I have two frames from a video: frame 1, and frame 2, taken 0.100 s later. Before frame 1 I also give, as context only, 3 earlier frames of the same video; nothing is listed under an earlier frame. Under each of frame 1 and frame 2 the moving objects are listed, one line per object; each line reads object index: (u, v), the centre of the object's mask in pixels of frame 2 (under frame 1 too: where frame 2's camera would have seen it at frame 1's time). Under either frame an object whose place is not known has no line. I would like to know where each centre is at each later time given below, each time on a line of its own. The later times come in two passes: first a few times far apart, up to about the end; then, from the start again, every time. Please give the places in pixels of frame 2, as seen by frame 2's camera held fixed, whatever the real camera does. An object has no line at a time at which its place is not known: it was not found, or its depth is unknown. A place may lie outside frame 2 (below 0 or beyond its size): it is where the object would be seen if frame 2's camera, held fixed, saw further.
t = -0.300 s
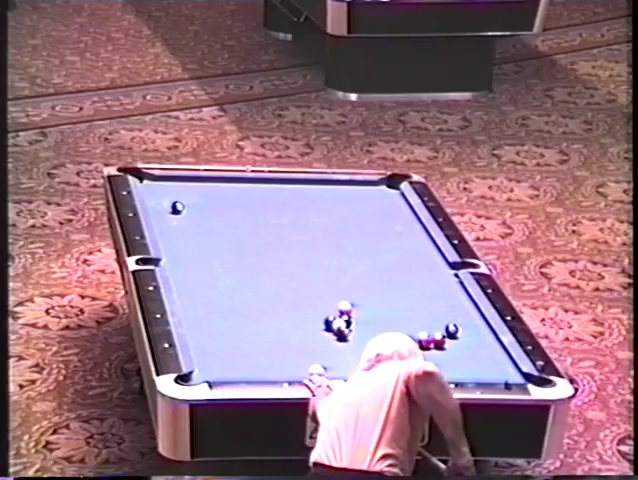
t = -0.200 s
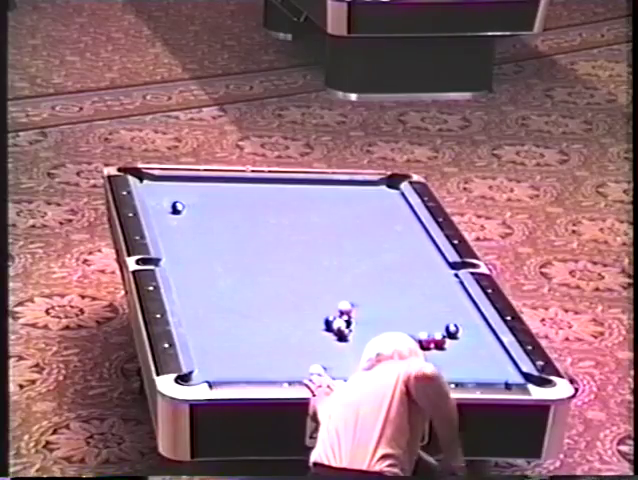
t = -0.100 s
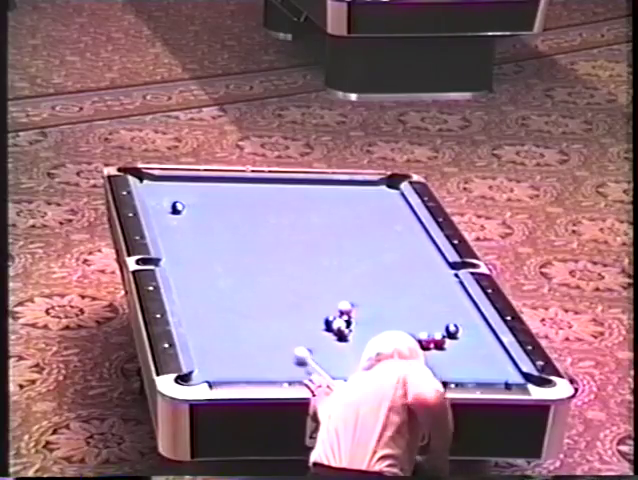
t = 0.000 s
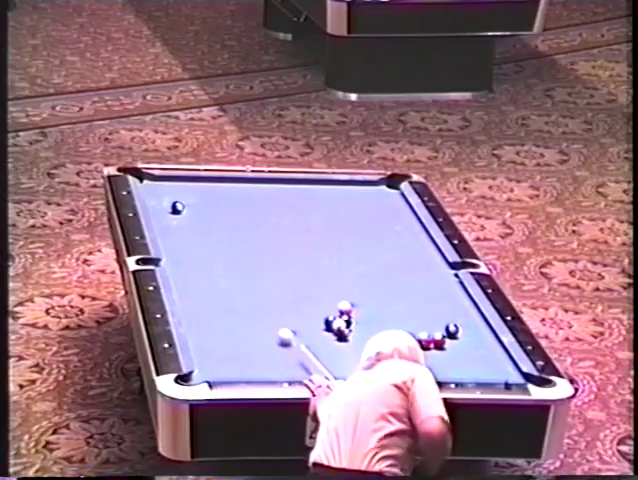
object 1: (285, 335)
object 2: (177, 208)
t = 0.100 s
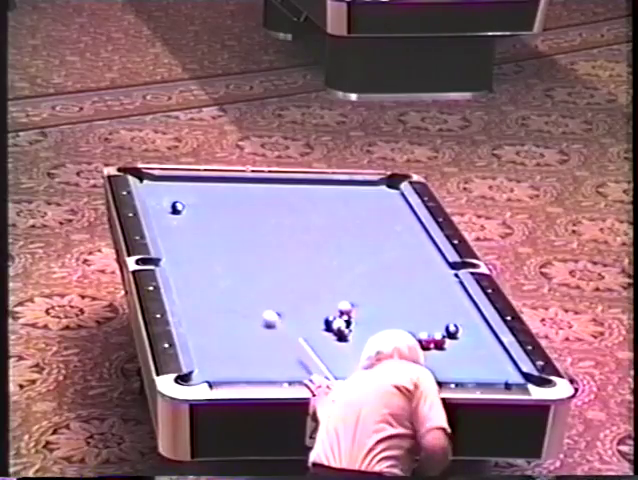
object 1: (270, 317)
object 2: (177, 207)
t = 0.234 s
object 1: (251, 294)
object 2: (177, 208)
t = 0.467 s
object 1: (220, 258)
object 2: (177, 208)
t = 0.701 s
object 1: (191, 225)
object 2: (177, 208)
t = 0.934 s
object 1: (166, 208)
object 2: (175, 194)
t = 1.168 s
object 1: (154, 201)
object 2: (172, 181)
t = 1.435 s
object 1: (163, 195)
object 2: (177, 192)
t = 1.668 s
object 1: (170, 190)
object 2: (182, 201)
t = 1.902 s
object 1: (176, 185)
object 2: (186, 211)
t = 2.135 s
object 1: (182, 181)
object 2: (190, 220)
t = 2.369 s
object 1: (186, 178)
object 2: (194, 230)
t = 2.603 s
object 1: (192, 180)
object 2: (198, 239)
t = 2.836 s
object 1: (197, 182)
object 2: (202, 247)
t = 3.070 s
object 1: (201, 184)
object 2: (205, 256)
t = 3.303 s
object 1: (205, 186)
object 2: (207, 264)
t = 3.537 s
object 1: (208, 187)
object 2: (211, 272)
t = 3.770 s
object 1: (210, 188)
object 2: (213, 280)
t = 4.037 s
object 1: (212, 189)
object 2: (215, 289)
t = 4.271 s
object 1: (214, 190)
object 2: (218, 296)
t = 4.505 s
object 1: (215, 190)
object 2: (219, 303)
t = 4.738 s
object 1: (216, 190)
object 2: (221, 309)
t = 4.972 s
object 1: (215, 190)
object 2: (222, 316)
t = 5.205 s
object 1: (215, 190)
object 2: (223, 321)
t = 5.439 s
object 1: (215, 190)
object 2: (224, 328)
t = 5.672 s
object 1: (215, 190)
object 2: (226, 333)
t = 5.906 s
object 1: (215, 190)
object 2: (227, 337)
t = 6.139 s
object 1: (215, 190)
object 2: (228, 342)
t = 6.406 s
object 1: (215, 190)
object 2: (229, 346)
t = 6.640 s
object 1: (215, 190)
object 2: (231, 350)
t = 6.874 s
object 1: (215, 190)
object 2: (231, 353)
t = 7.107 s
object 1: (215, 190)
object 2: (232, 356)
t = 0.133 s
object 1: (265, 311)
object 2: (177, 207)
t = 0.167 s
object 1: (261, 305)
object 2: (177, 207)
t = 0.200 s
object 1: (256, 299)
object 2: (177, 208)
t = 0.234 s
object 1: (251, 294)
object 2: (177, 208)
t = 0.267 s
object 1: (247, 289)
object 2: (177, 208)
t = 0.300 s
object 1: (242, 284)
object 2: (177, 208)
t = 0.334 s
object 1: (238, 278)
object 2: (177, 208)
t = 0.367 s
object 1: (233, 273)
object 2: (177, 208)
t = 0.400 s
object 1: (228, 268)
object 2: (177, 208)
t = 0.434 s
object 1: (224, 262)
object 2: (177, 208)
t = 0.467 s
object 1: (220, 258)
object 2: (177, 208)
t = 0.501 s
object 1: (216, 253)
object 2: (177, 208)
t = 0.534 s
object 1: (211, 248)
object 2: (177, 208)
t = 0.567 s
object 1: (207, 243)
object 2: (177, 208)
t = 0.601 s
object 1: (203, 239)
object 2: (177, 208)
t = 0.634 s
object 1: (199, 234)
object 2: (177, 208)
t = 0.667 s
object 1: (195, 229)
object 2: (177, 208)
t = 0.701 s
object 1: (191, 225)
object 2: (177, 208)
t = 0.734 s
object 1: (187, 221)
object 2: (177, 208)
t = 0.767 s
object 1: (183, 216)
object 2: (176, 207)
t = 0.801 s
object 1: (179, 212)
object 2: (175, 204)
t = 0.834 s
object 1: (176, 209)
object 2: (178, 202)
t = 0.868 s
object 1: (172, 209)
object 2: (177, 201)
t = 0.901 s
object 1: (170, 209)
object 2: (176, 199)
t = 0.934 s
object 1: (166, 208)
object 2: (175, 194)
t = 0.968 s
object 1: (163, 207)
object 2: (174, 190)
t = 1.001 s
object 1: (160, 206)
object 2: (174, 188)
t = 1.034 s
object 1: (156, 205)
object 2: (173, 186)
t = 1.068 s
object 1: (153, 203)
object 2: (173, 182)
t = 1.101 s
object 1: (152, 203)
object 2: (172, 181)
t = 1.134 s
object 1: (153, 202)
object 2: (172, 180)
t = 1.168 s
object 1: (154, 201)
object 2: (172, 181)
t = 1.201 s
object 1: (156, 200)
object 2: (173, 182)
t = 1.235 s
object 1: (156, 199)
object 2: (174, 183)
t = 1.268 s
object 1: (158, 199)
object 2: (174, 184)
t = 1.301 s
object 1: (159, 198)
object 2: (175, 186)
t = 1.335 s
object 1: (160, 197)
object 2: (175, 188)
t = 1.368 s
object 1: (161, 197)
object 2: (176, 190)
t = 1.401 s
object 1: (162, 196)
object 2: (176, 190)
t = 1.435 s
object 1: (163, 195)
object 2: (177, 192)
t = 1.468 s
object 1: (164, 195)
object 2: (178, 193)
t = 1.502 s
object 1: (165, 194)
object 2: (178, 194)
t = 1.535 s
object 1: (165, 193)
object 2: (179, 195)
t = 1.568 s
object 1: (166, 192)
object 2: (179, 196)
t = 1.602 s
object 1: (167, 191)
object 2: (180, 197)
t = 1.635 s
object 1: (168, 191)
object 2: (181, 200)
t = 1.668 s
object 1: (170, 190)
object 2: (182, 201)
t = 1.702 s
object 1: (170, 189)
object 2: (182, 202)
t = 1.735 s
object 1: (171, 189)
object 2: (183, 204)
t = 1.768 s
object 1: (172, 188)
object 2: (183, 206)
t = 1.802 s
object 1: (173, 187)
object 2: (184, 207)
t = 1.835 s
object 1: (174, 187)
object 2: (184, 208)
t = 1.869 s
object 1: (175, 186)
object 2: (185, 210)
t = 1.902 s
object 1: (176, 185)
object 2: (186, 211)
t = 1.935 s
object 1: (177, 185)
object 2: (186, 212)
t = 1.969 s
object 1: (177, 184)
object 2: (187, 214)
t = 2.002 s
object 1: (178, 183)
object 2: (188, 215)
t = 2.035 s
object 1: (179, 183)
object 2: (189, 216)
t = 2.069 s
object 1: (180, 182)
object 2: (189, 218)
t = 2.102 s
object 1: (181, 182)
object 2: (190, 219)
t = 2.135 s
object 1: (182, 181)
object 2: (190, 220)
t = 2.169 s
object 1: (182, 181)
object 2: (191, 221)
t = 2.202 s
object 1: (183, 180)
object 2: (191, 223)
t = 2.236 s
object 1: (183, 179)
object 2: (192, 224)
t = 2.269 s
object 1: (184, 179)
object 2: (192, 226)
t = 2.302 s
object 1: (185, 178)
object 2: (193, 227)
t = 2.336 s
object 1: (186, 178)
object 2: (194, 228)
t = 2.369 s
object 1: (186, 178)
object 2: (194, 230)
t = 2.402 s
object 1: (187, 178)
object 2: (195, 231)
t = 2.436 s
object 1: (188, 179)
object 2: (195, 232)
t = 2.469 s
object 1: (189, 179)
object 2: (196, 234)
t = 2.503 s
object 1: (189, 179)
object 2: (196, 235)
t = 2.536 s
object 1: (190, 179)
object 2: (197, 236)
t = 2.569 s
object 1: (191, 180)
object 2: (197, 237)
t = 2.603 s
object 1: (192, 180)
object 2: (198, 239)
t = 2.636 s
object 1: (193, 181)
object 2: (198, 240)
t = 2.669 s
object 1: (193, 181)
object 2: (199, 241)
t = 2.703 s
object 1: (194, 181)
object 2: (200, 242)
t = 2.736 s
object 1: (195, 182)
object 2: (200, 244)
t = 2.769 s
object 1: (195, 182)
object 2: (201, 245)
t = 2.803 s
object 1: (196, 182)
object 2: (201, 246)
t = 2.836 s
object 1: (197, 182)
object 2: (202, 247)
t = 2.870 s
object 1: (197, 183)
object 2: (202, 249)
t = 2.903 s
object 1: (198, 183)
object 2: (202, 250)
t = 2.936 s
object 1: (199, 183)
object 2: (203, 251)
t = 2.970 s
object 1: (199, 184)
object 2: (203, 252)
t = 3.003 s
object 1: (200, 184)
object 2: (204, 253)
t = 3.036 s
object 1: (201, 184)
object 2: (204, 254)
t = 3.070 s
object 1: (201, 184)
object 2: (205, 256)
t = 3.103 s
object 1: (202, 185)
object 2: (205, 257)
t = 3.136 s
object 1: (202, 185)
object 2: (206, 259)
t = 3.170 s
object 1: (203, 185)
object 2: (206, 260)
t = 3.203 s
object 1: (203, 185)
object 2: (206, 260)
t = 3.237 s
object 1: (204, 185)
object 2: (207, 261)
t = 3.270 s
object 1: (204, 186)
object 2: (207, 263)
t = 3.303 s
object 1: (205, 186)
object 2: (207, 264)
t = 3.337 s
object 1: (205, 186)
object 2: (208, 265)
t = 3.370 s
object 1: (206, 186)
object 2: (209, 266)
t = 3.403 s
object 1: (206, 187)
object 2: (209, 268)
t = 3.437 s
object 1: (207, 187)
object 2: (210, 268)
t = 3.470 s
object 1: (207, 187)
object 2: (210, 270)
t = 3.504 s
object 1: (207, 187)
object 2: (211, 271)
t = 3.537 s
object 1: (208, 187)
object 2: (211, 272)
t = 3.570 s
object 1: (208, 188)
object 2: (211, 273)
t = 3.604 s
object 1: (208, 188)
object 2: (211, 274)
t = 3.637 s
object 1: (209, 188)
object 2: (212, 275)
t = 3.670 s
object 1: (209, 188)
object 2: (212, 276)
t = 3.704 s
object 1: (209, 188)
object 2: (212, 278)
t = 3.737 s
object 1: (209, 188)
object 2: (213, 279)
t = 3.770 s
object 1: (210, 188)
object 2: (213, 280)
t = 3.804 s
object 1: (210, 189)
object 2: (213, 281)
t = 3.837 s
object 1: (210, 188)
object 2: (214, 282)
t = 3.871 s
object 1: (211, 188)
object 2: (214, 283)
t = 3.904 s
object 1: (211, 189)
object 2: (215, 284)
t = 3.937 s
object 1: (212, 189)
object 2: (215, 285)
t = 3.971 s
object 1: (212, 189)
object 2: (215, 286)
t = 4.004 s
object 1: (212, 189)
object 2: (215, 287)
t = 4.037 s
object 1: (212, 189)
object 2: (215, 289)
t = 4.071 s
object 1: (213, 189)
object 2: (216, 290)
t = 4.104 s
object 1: (213, 189)
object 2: (216, 290)
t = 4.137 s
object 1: (213, 189)
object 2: (216, 292)
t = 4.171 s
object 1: (213, 189)
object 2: (217, 293)
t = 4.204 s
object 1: (214, 189)
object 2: (217, 294)
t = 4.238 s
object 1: (214, 189)
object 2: (217, 295)
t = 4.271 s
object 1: (214, 190)
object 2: (218, 296)
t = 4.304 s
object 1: (214, 190)
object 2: (218, 297)
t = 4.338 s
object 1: (214, 190)
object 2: (218, 298)
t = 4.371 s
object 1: (214, 190)
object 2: (218, 299)
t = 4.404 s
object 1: (215, 190)
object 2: (219, 300)
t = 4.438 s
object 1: (215, 190)
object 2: (219, 301)
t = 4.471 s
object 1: (215, 190)
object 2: (219, 302)
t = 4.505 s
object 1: (215, 190)
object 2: (219, 303)
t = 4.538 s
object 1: (215, 190)
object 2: (219, 304)
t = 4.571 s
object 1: (215, 190)
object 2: (219, 304)
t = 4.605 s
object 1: (215, 190)
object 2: (220, 305)
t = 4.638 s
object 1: (215, 190)
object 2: (220, 307)
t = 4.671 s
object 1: (216, 190)
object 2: (220, 308)
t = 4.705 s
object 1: (215, 190)
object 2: (221, 309)
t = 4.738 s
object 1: (216, 190)
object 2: (221, 309)
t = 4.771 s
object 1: (216, 190)
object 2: (221, 310)
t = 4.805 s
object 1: (215, 190)
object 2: (221, 312)
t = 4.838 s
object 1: (215, 190)
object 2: (221, 313)
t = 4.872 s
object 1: (215, 190)
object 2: (222, 313)
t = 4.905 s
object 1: (215, 190)
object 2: (222, 314)
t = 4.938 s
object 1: (215, 190)
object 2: (222, 315)
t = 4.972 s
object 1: (215, 190)
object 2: (222, 316)
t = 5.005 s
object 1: (215, 190)
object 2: (223, 317)
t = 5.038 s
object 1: (215, 190)
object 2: (223, 318)
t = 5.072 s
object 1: (215, 190)
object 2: (223, 318)
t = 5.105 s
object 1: (215, 190)
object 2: (223, 318)
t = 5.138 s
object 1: (215, 190)
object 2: (223, 319)
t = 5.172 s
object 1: (215, 190)
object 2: (224, 320)
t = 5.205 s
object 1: (215, 190)
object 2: (223, 321)
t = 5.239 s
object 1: (215, 190)
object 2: (224, 323)
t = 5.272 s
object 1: (215, 190)
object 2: (224, 323)
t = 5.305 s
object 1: (215, 190)
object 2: (223, 325)
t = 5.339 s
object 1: (215, 190)
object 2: (224, 325)
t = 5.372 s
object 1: (215, 190)
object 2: (224, 326)
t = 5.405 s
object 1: (215, 190)
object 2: (224, 327)
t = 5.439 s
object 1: (215, 190)
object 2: (224, 328)
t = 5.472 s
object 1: (215, 190)
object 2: (224, 328)
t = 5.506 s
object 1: (215, 190)
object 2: (224, 329)
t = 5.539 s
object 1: (215, 190)
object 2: (225, 329)
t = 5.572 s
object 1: (215, 190)
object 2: (225, 330)
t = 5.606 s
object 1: (215, 190)
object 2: (225, 331)
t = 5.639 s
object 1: (215, 190)
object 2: (226, 332)
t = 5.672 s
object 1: (215, 190)
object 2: (226, 333)
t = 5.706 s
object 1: (215, 190)
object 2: (225, 333)
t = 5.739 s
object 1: (215, 190)
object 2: (226, 334)
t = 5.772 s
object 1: (215, 190)
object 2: (226, 335)
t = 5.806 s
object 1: (215, 190)
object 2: (226, 336)
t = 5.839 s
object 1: (215, 190)
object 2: (227, 336)
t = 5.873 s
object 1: (215, 190)
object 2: (227, 337)
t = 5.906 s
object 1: (215, 190)
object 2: (227, 337)
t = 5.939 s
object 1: (215, 190)
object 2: (227, 338)
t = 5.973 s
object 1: (215, 190)
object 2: (227, 339)
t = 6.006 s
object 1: (215, 190)
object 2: (227, 340)
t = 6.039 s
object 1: (215, 190)
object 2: (227, 340)
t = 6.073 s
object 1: (215, 190)
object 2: (227, 341)
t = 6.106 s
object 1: (215, 190)
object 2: (227, 341)
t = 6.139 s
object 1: (215, 190)
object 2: (228, 342)
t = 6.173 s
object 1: (215, 190)
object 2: (228, 342)
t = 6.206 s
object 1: (215, 190)
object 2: (228, 343)
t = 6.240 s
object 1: (215, 190)
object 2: (228, 344)
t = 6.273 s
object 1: (215, 190)
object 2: (228, 344)
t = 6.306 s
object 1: (215, 190)
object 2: (229, 345)
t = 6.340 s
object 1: (215, 190)
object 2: (229, 345)
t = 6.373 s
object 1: (215, 190)
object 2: (229, 346)
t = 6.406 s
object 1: (215, 190)
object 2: (229, 346)
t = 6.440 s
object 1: (215, 190)
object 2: (229, 347)
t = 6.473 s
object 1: (215, 190)
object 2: (229, 347)
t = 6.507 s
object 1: (215, 190)
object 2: (230, 348)
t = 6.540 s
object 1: (215, 190)
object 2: (230, 349)
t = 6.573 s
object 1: (215, 190)
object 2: (230, 349)
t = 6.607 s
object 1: (215, 190)
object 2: (230, 350)
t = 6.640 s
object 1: (215, 190)
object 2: (231, 350)
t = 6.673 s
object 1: (215, 190)
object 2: (231, 350)
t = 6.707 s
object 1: (215, 190)
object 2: (231, 351)
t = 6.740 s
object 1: (215, 190)
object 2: (231, 351)
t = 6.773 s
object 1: (215, 190)
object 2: (231, 352)
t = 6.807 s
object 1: (215, 190)
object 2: (231, 352)
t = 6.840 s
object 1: (215, 190)
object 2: (231, 353)
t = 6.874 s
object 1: (215, 190)
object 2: (231, 353)
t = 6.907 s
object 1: (215, 190)
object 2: (232, 354)
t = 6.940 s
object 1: (215, 190)
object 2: (231, 354)
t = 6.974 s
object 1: (215, 190)
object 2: (231, 354)
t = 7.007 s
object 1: (215, 190)
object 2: (232, 355)
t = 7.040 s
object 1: (215, 190)
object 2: (232, 355)
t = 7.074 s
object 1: (215, 190)
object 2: (232, 355)
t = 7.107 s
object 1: (215, 190)
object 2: (232, 356)
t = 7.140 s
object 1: (215, 190)
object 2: (233, 356)
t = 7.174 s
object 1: (215, 190)
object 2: (233, 357)
